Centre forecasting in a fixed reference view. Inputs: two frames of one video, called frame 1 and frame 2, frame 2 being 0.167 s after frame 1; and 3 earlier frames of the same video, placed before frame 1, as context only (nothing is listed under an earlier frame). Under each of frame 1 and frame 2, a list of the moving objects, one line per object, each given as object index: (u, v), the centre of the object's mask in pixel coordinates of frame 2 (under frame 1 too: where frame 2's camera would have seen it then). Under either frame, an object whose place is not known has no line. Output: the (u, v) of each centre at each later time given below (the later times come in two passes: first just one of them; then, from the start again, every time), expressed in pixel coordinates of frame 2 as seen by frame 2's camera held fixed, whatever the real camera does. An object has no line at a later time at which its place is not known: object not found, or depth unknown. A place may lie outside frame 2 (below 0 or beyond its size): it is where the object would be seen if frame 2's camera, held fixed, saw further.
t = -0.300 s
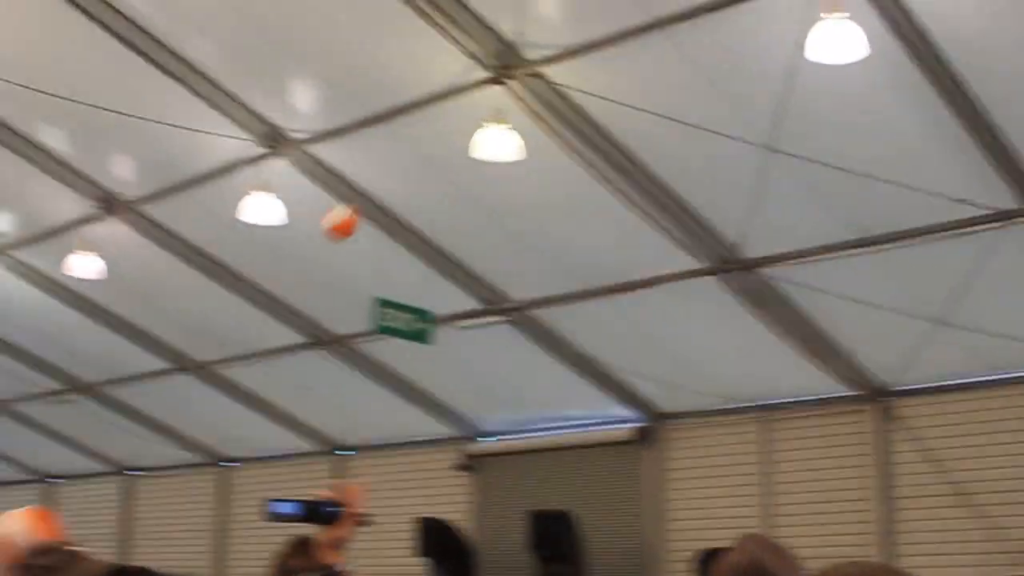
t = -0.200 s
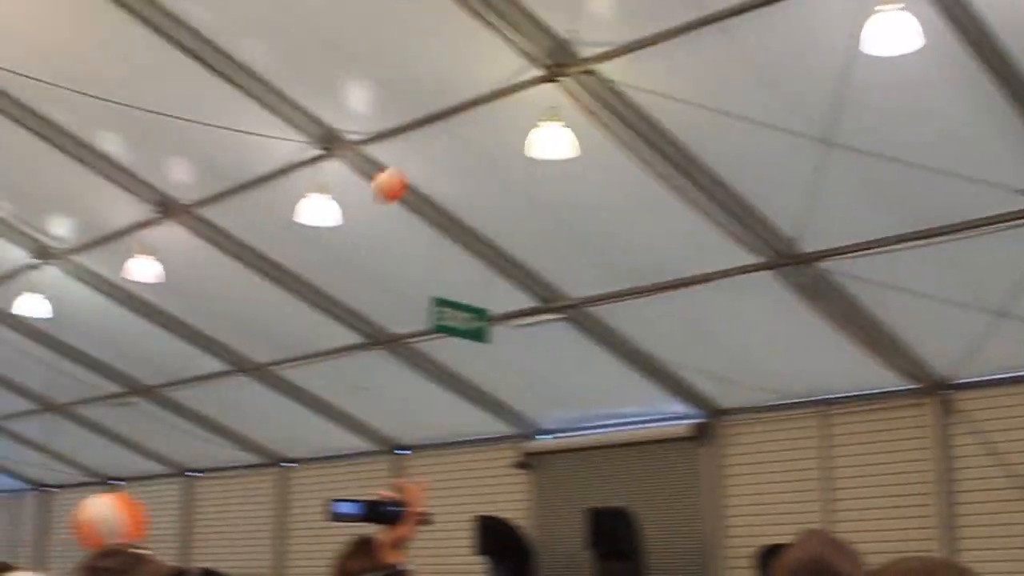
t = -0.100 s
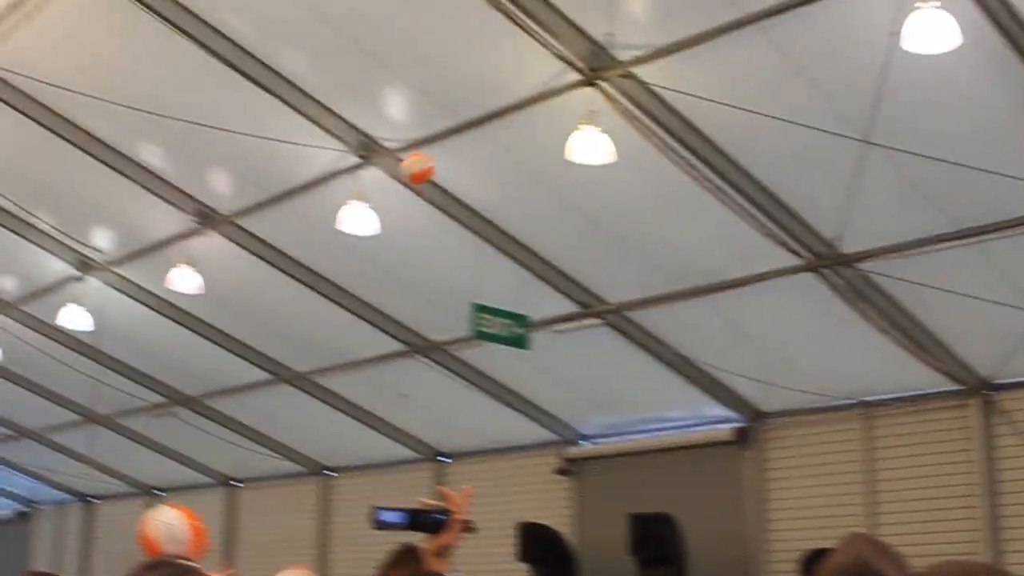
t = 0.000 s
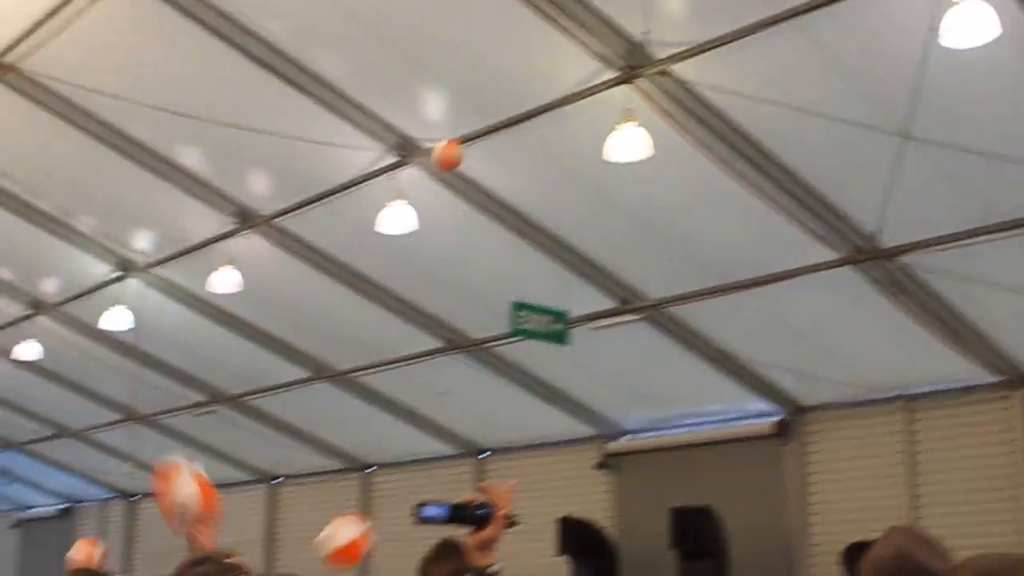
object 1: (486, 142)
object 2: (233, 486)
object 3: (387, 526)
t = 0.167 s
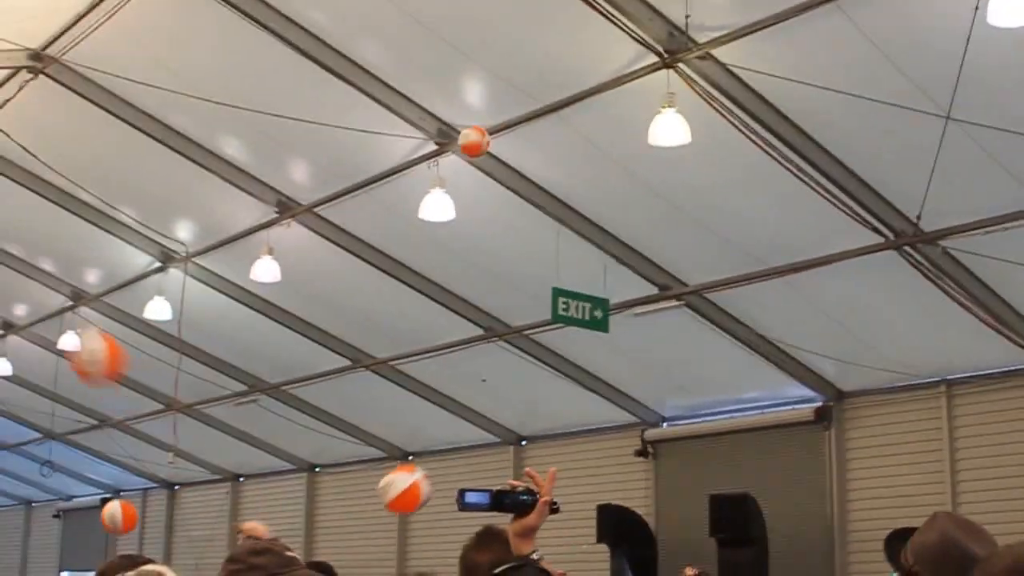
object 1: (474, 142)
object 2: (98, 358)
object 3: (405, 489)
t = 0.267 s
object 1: (465, 151)
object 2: (39, 304)
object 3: (417, 485)
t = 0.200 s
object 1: (470, 143)
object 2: (77, 336)
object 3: (409, 485)
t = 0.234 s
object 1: (466, 146)
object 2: (55, 317)
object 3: (414, 484)
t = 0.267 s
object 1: (465, 151)
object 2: (39, 304)
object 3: (417, 485)
